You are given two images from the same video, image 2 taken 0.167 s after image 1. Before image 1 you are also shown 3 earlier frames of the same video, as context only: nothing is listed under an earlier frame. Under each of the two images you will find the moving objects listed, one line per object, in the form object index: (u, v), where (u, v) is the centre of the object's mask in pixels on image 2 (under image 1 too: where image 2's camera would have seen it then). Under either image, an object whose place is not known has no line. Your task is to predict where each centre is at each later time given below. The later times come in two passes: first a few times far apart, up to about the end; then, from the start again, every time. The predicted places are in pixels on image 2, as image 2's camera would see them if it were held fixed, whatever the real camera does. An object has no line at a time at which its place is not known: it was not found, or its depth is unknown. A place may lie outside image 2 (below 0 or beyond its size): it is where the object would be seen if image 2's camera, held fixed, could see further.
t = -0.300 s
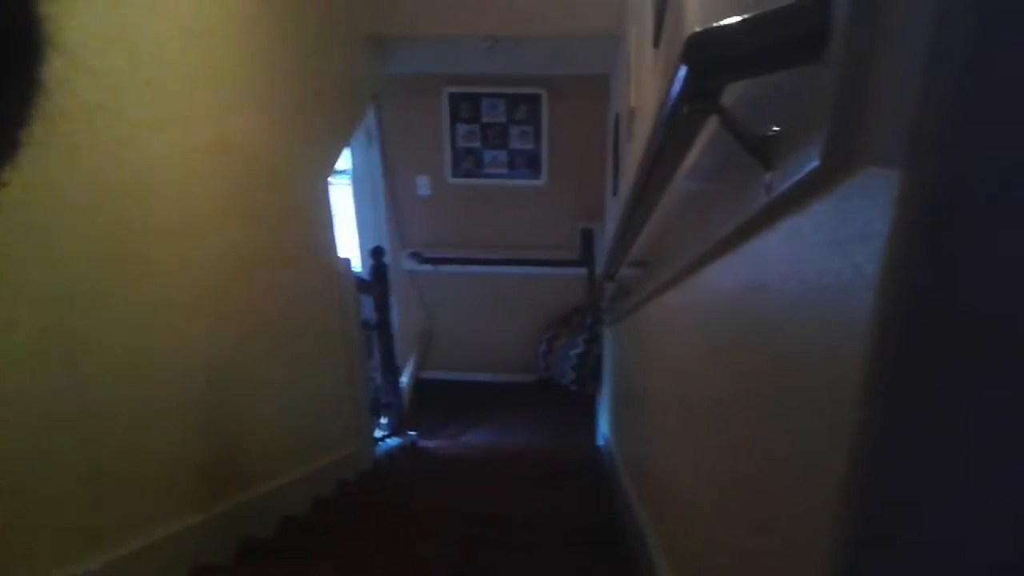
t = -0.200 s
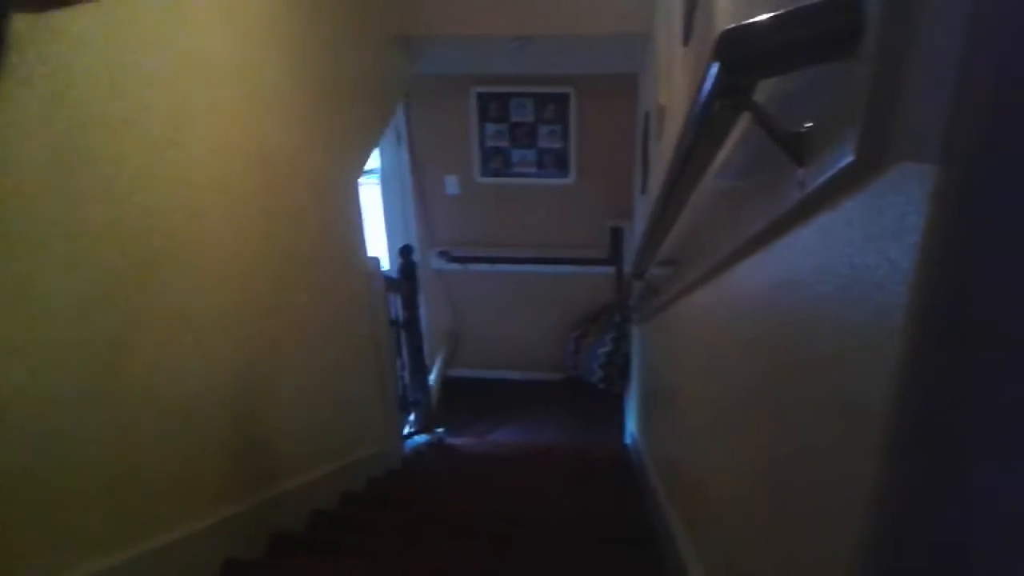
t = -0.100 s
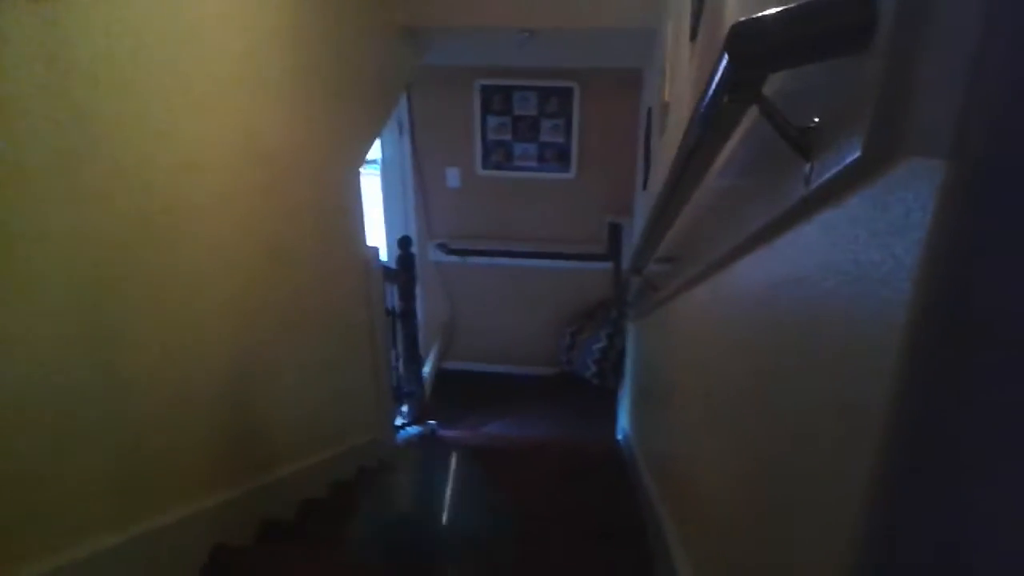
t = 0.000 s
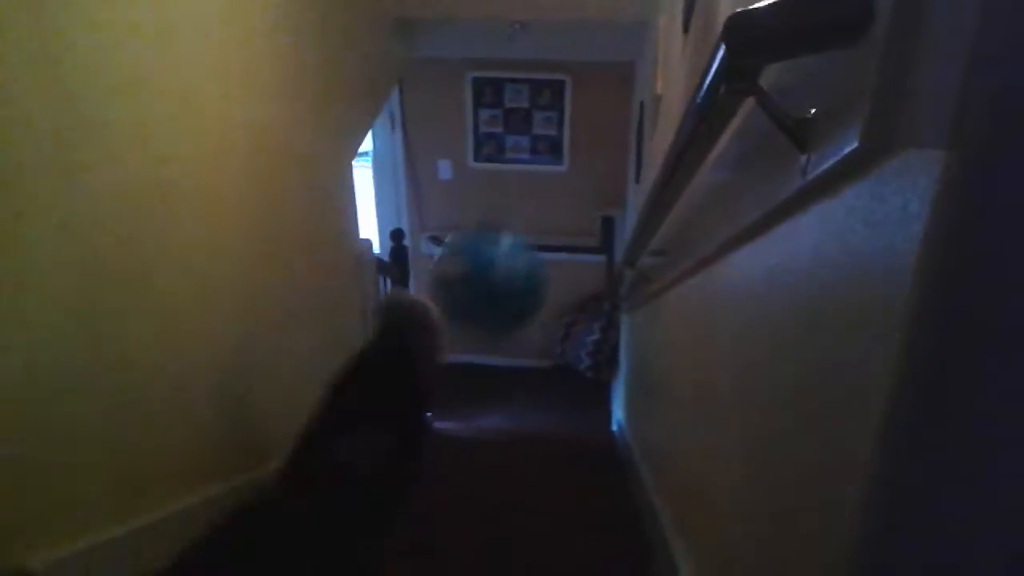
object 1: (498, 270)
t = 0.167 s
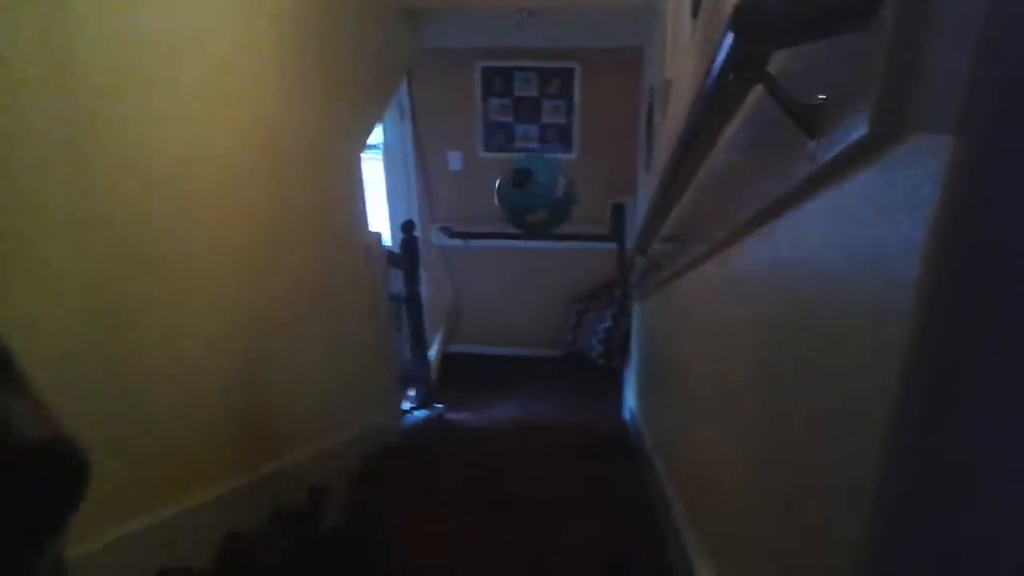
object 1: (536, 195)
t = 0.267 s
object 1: (550, 206)
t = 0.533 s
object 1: (573, 316)
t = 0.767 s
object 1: (578, 319)
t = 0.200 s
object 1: (541, 196)
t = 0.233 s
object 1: (544, 199)
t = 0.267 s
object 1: (550, 206)
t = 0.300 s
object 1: (554, 211)
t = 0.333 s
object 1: (558, 220)
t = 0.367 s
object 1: (563, 233)
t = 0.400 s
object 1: (563, 245)
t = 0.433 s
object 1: (567, 260)
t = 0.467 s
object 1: (569, 276)
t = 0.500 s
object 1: (572, 294)
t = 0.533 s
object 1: (573, 316)
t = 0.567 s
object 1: (576, 326)
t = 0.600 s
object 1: (580, 336)
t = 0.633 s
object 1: (578, 353)
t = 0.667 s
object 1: (578, 369)
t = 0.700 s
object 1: (579, 358)
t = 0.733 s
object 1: (581, 336)
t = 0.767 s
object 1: (578, 319)
